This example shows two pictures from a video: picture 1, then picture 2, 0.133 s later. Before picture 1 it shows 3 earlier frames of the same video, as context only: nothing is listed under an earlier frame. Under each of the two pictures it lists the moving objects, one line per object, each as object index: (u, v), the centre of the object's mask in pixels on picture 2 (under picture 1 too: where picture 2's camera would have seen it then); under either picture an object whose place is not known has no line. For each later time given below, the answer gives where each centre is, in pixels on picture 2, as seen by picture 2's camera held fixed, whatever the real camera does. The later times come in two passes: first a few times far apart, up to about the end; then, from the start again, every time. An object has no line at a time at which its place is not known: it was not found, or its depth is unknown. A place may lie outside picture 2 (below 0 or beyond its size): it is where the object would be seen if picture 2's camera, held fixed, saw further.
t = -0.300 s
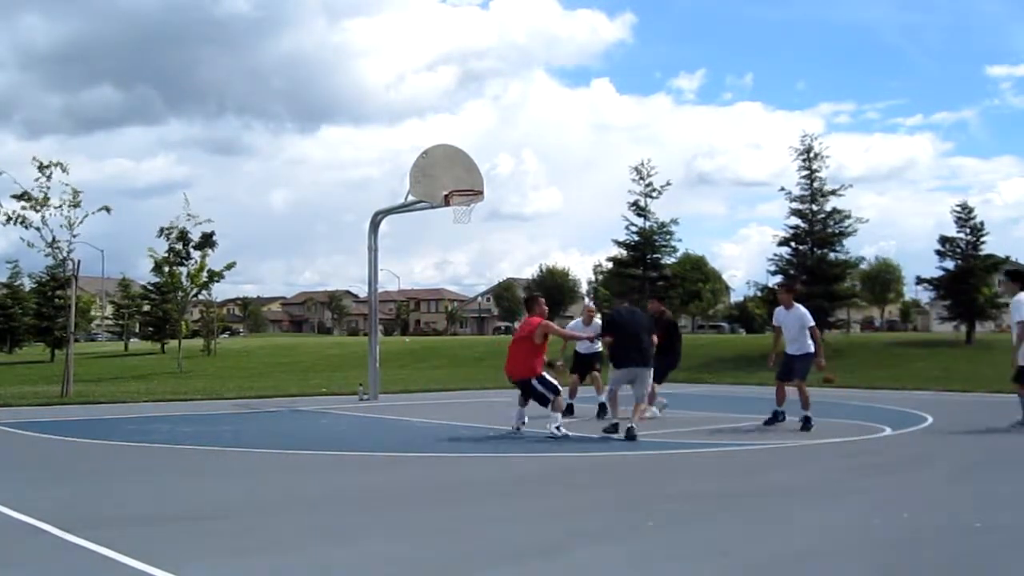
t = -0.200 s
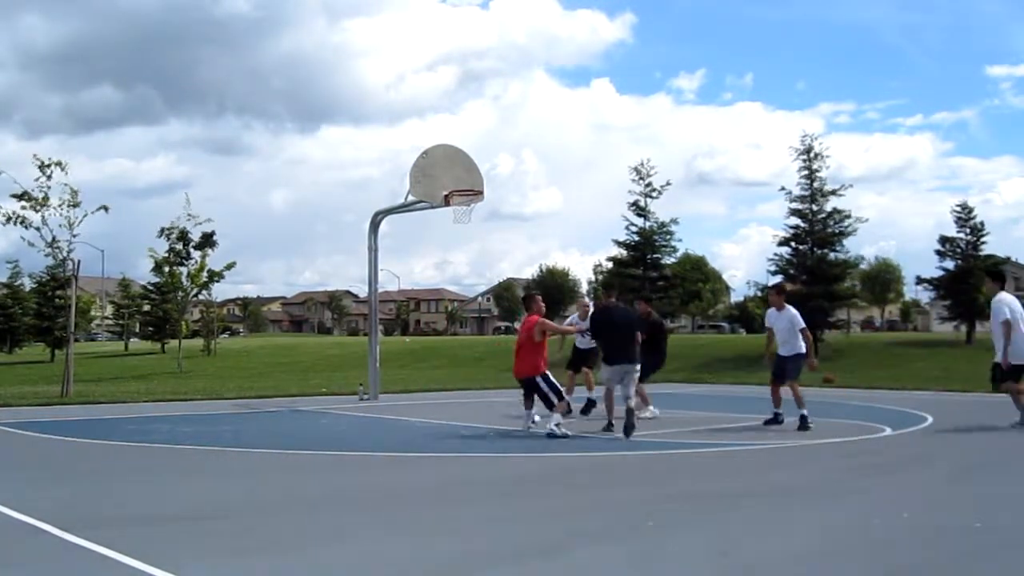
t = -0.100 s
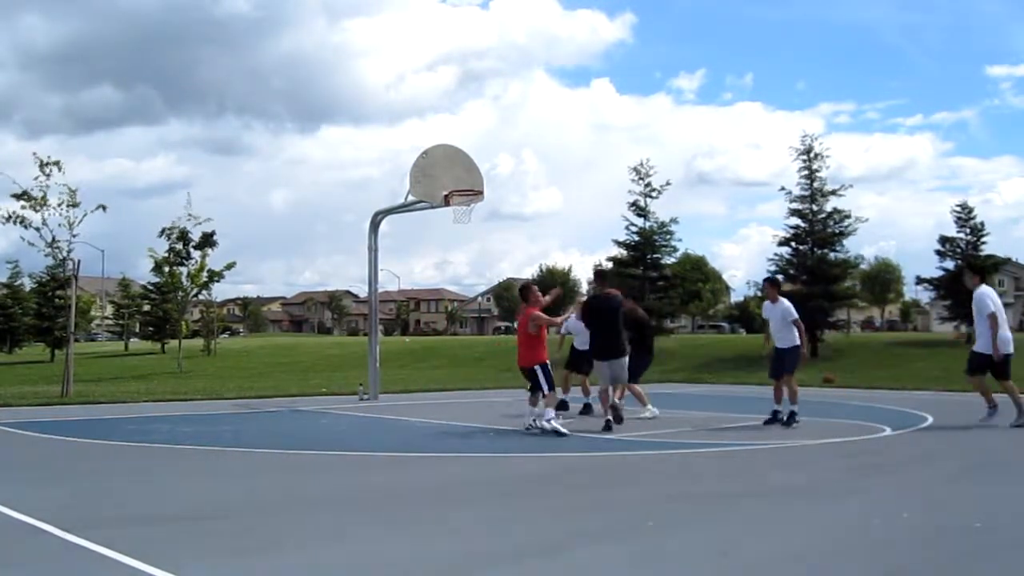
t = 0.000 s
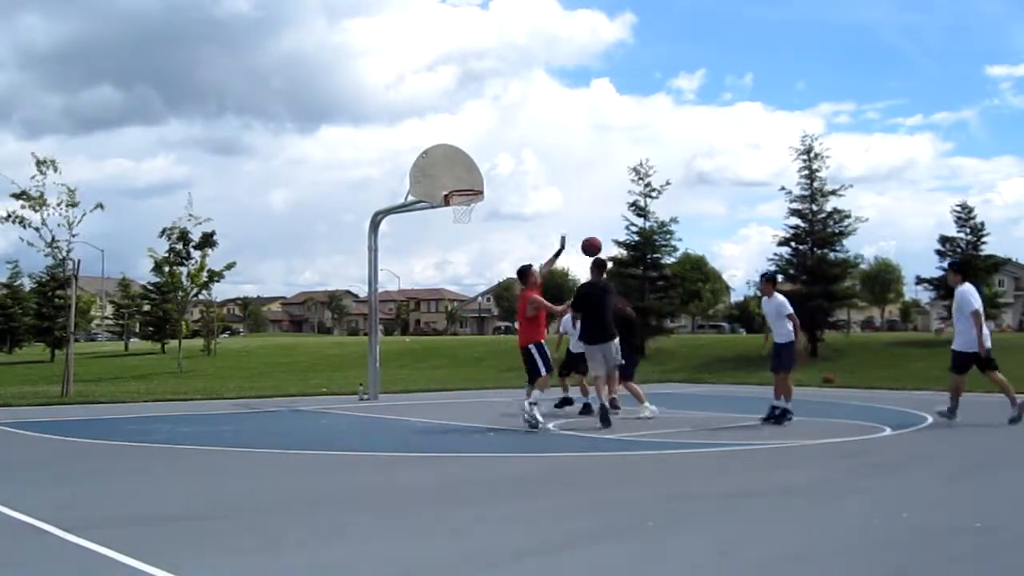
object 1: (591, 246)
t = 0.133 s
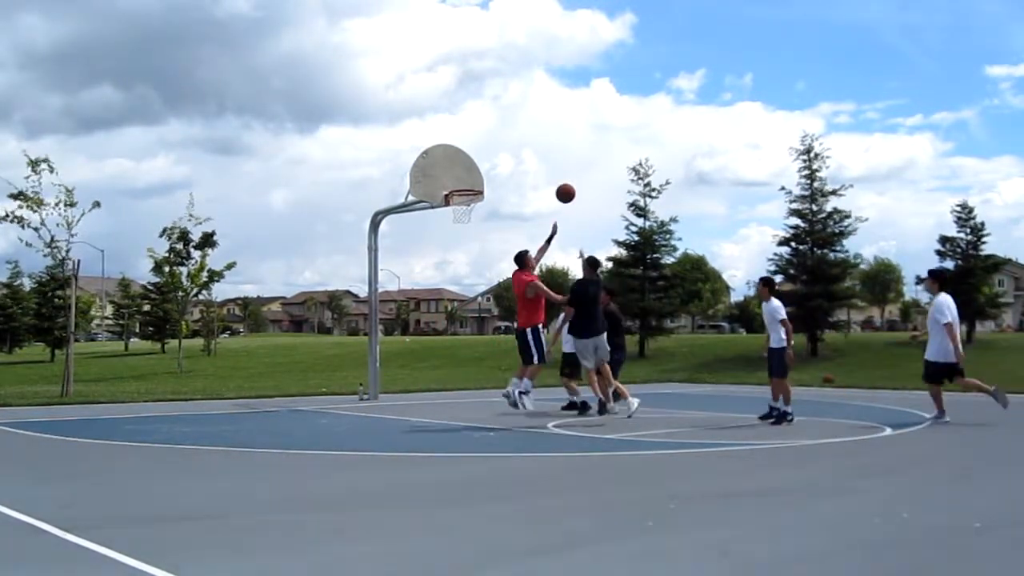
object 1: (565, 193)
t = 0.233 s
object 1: (547, 165)
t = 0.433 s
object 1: (514, 138)
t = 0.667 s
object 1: (481, 145)
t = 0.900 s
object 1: (476, 175)
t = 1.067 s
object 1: (507, 204)
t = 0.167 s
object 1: (559, 183)
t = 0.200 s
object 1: (553, 173)
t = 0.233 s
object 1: (547, 165)
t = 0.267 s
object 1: (541, 158)
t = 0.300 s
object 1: (536, 152)
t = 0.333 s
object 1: (530, 147)
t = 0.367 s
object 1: (525, 143)
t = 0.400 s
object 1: (519, 140)
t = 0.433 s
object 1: (514, 138)
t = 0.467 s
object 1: (509, 136)
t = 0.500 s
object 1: (504, 136)
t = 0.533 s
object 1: (499, 136)
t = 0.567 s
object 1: (495, 137)
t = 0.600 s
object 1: (490, 139)
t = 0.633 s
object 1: (485, 142)
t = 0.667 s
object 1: (481, 145)
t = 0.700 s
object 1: (476, 149)
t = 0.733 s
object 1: (472, 153)
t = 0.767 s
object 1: (467, 159)
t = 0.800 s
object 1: (463, 165)
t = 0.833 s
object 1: (464, 169)
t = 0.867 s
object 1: (470, 171)
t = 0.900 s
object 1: (476, 175)
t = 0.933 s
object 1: (482, 179)
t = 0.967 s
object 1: (489, 184)
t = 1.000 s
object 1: (495, 190)
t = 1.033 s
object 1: (501, 196)
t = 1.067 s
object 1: (507, 204)
